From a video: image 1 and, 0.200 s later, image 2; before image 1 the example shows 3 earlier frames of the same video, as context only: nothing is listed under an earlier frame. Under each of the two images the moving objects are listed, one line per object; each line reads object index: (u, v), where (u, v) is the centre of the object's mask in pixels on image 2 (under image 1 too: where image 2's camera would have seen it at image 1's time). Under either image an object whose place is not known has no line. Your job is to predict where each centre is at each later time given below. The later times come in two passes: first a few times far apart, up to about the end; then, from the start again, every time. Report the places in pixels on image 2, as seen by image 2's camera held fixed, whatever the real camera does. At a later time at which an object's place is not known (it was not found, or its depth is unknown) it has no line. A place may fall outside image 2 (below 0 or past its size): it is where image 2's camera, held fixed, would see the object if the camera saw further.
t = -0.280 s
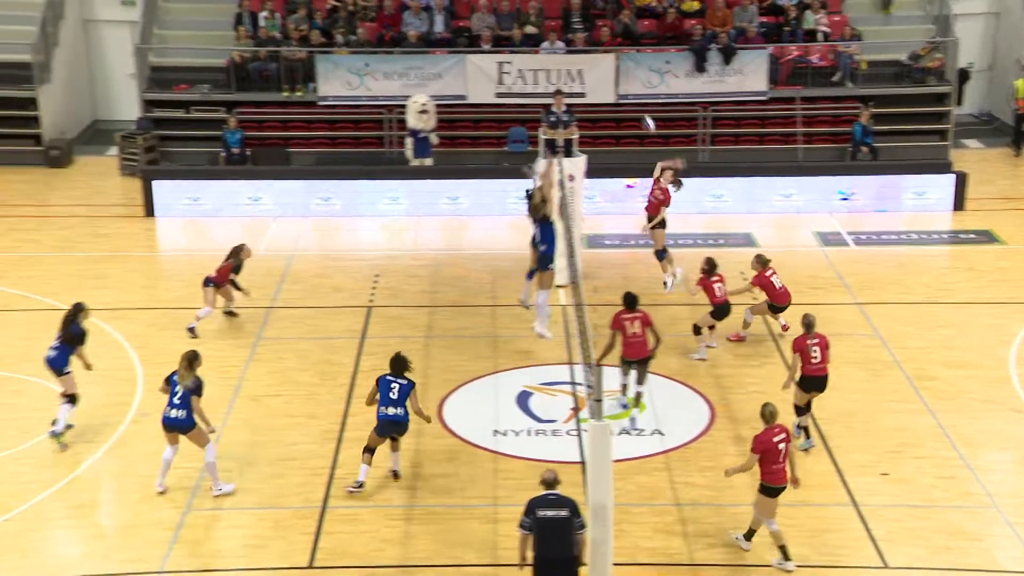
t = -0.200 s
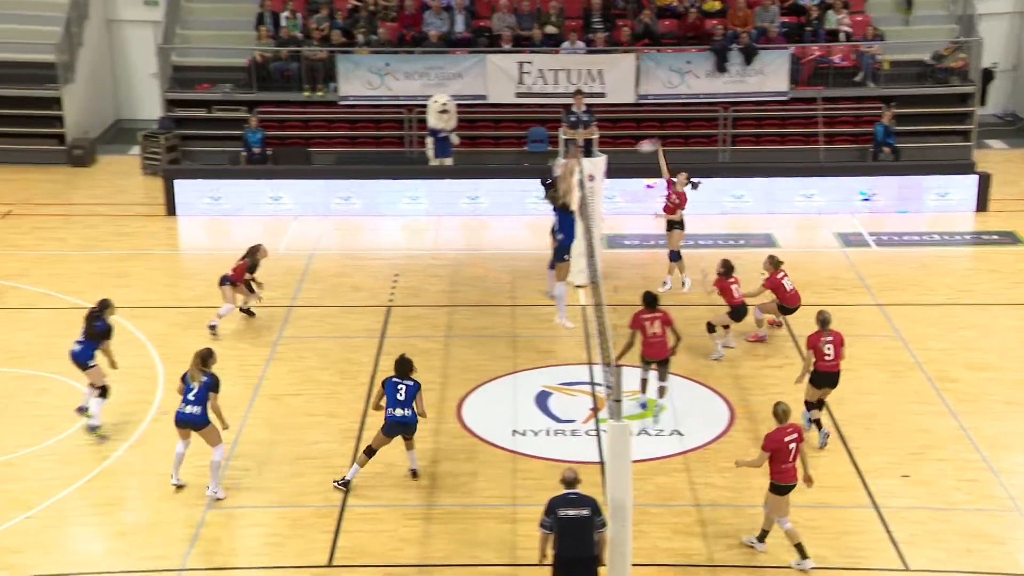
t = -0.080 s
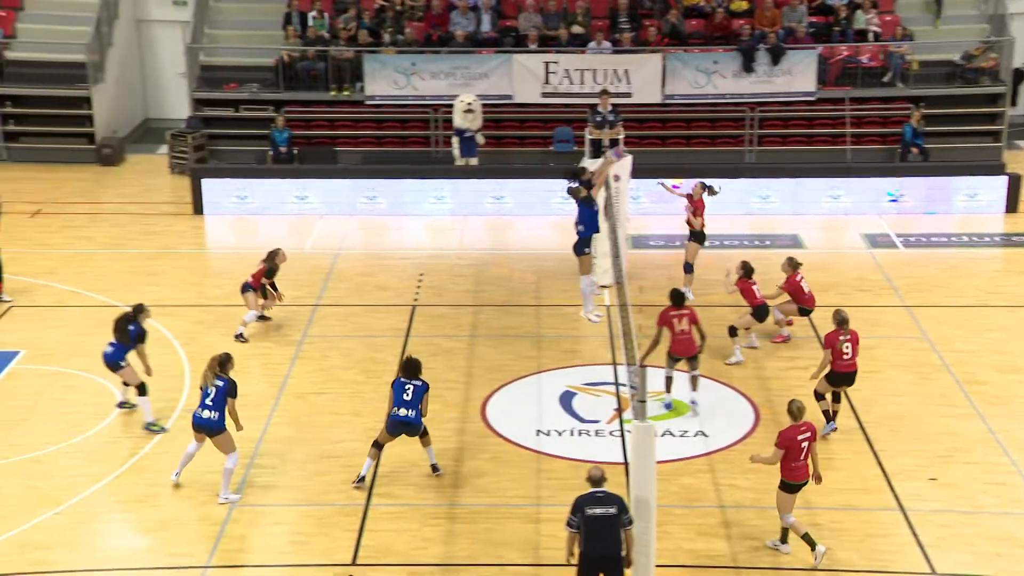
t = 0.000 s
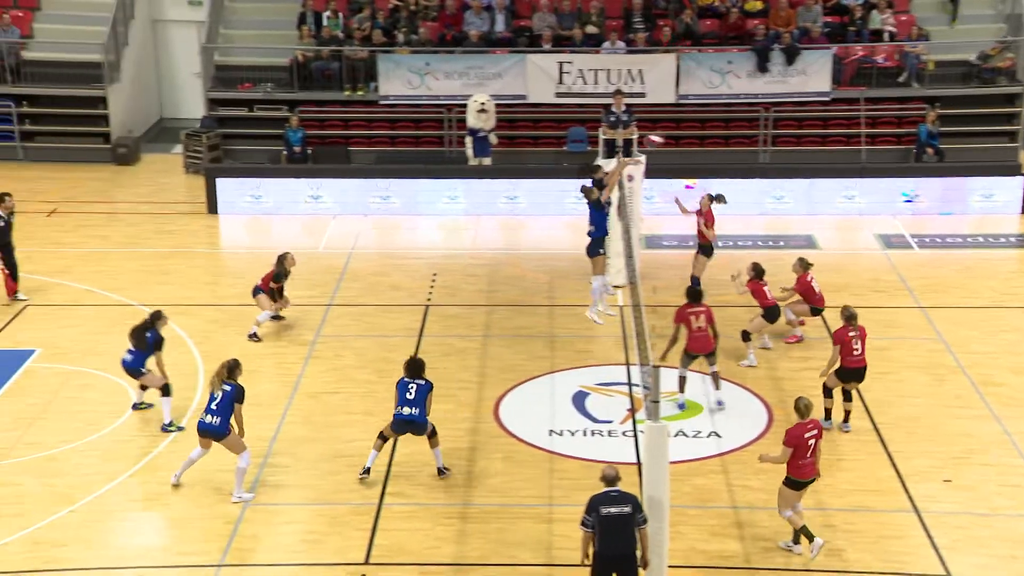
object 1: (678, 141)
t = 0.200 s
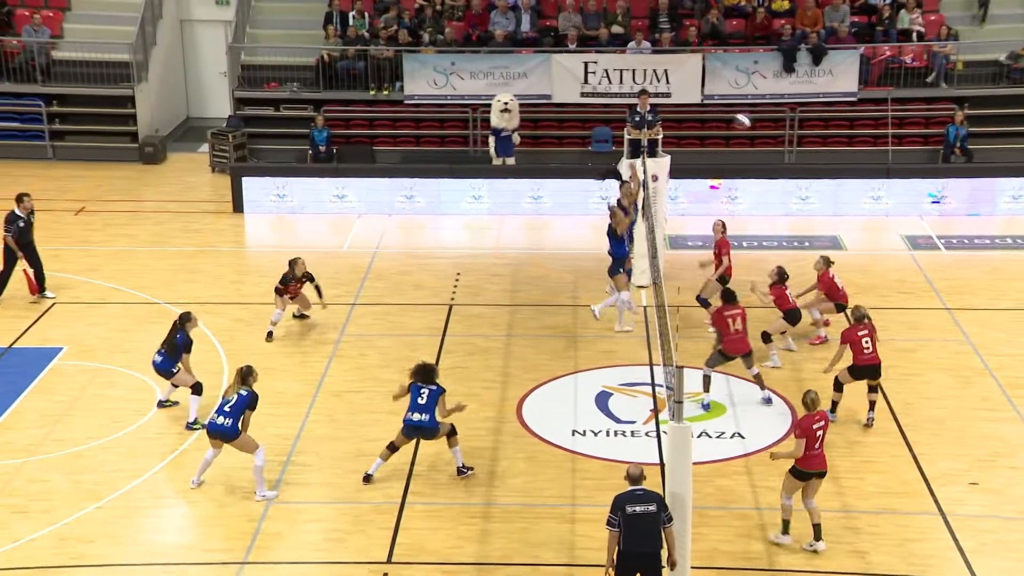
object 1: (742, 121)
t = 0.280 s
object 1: (769, 121)
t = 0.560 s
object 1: (856, 158)
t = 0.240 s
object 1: (755, 120)
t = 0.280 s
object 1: (769, 121)
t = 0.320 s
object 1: (781, 122)
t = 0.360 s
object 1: (794, 125)
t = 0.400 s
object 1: (805, 130)
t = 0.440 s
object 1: (818, 135)
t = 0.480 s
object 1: (830, 141)
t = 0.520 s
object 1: (843, 148)
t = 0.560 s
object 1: (856, 158)
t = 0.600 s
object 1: (867, 168)
